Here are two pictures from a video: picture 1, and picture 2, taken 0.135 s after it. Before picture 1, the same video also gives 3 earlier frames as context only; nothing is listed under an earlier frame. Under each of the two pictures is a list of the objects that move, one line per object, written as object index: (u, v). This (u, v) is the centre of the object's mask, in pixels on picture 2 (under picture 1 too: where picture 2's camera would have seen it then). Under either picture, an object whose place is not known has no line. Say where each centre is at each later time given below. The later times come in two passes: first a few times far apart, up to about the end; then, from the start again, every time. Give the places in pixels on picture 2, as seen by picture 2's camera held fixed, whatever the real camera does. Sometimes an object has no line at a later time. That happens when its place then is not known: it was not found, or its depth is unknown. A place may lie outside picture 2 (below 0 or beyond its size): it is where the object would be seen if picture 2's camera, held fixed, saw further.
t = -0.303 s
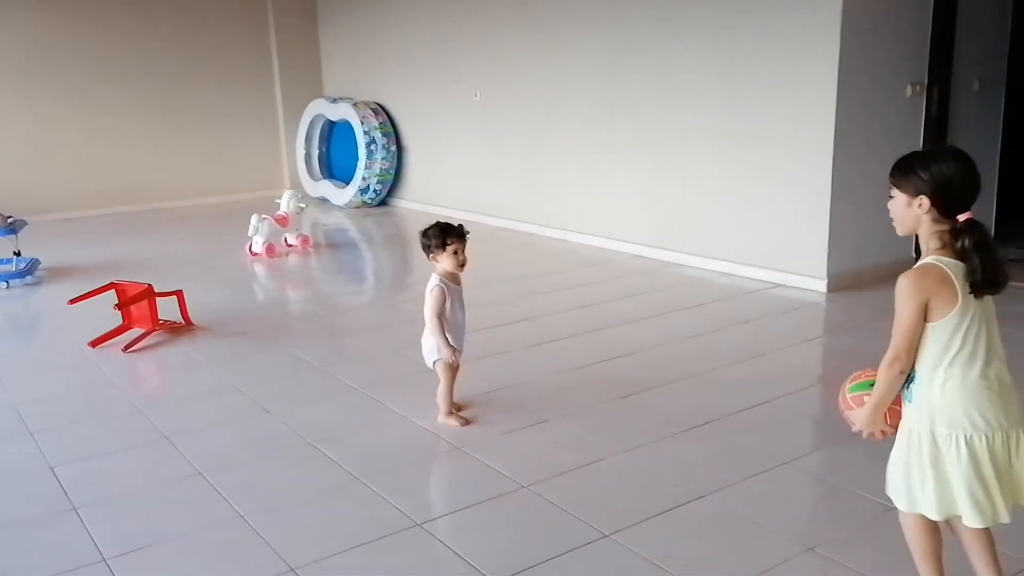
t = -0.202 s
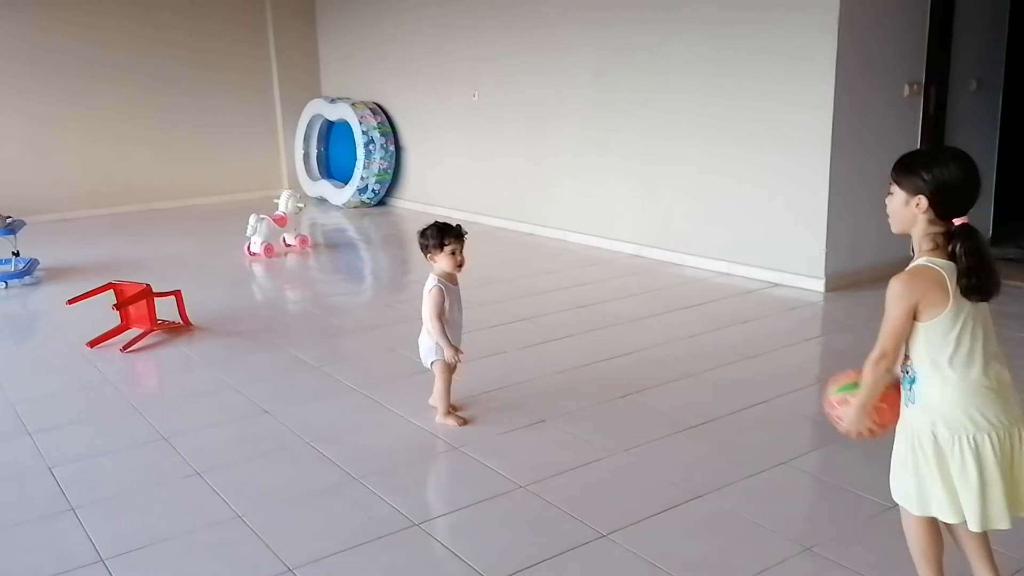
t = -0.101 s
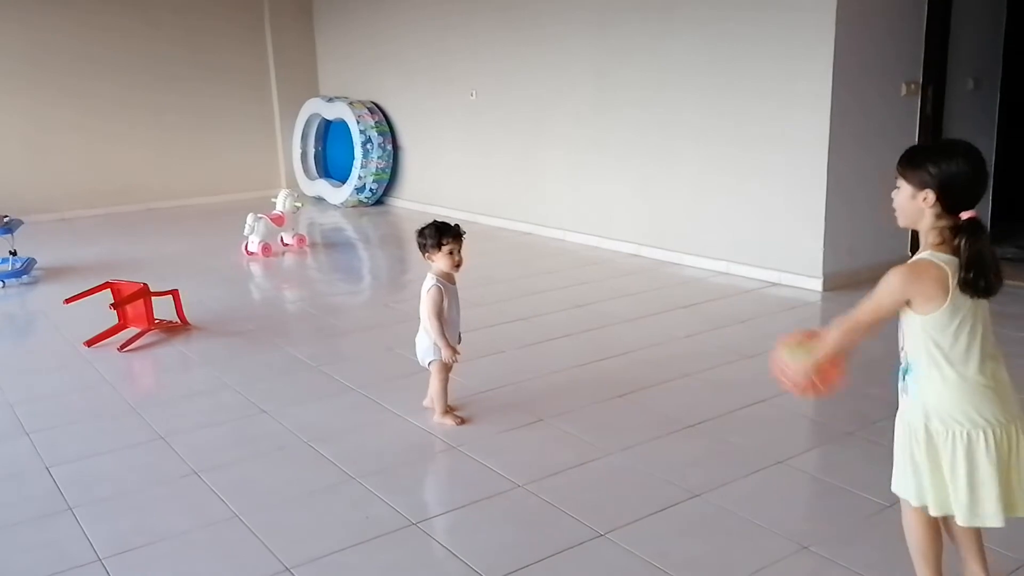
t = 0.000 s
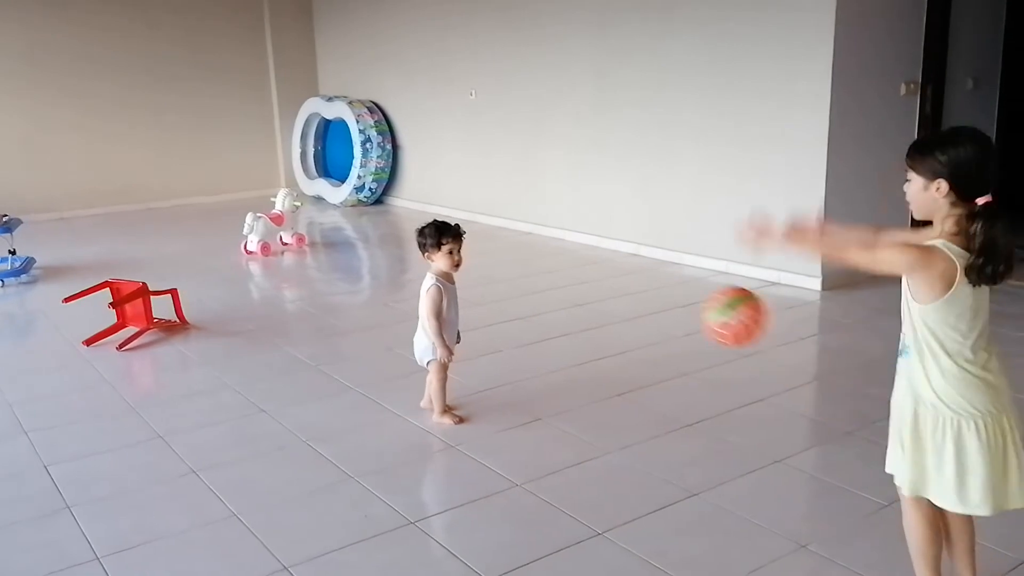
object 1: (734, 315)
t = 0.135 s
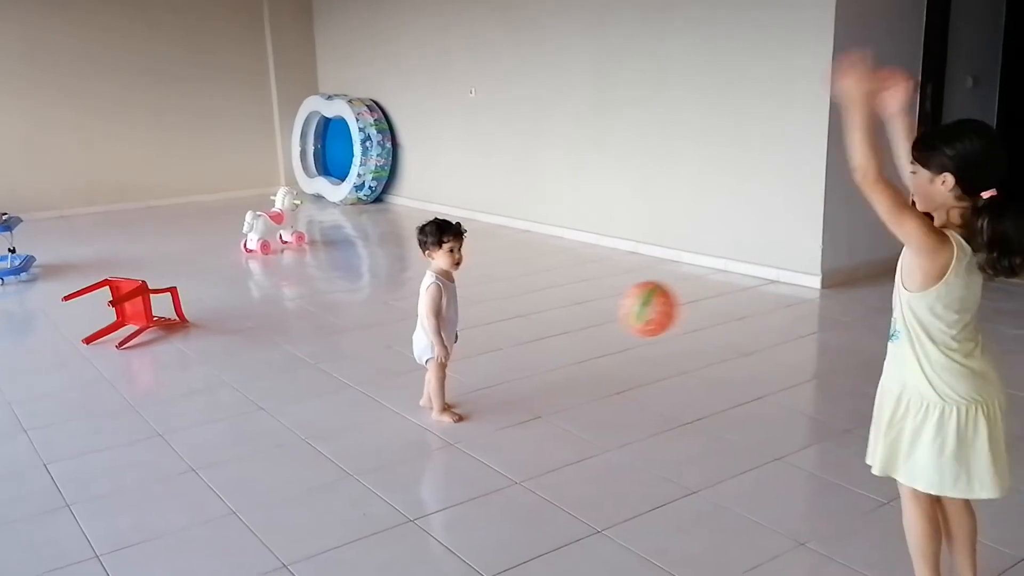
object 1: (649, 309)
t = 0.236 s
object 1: (594, 339)
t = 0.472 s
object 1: (501, 373)
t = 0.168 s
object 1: (630, 316)
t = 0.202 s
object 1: (612, 326)
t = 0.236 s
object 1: (594, 339)
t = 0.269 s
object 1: (577, 355)
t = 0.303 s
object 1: (562, 372)
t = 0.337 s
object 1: (547, 391)
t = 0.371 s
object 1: (533, 413)
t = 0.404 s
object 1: (521, 418)
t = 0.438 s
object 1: (512, 394)
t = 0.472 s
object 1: (501, 373)
